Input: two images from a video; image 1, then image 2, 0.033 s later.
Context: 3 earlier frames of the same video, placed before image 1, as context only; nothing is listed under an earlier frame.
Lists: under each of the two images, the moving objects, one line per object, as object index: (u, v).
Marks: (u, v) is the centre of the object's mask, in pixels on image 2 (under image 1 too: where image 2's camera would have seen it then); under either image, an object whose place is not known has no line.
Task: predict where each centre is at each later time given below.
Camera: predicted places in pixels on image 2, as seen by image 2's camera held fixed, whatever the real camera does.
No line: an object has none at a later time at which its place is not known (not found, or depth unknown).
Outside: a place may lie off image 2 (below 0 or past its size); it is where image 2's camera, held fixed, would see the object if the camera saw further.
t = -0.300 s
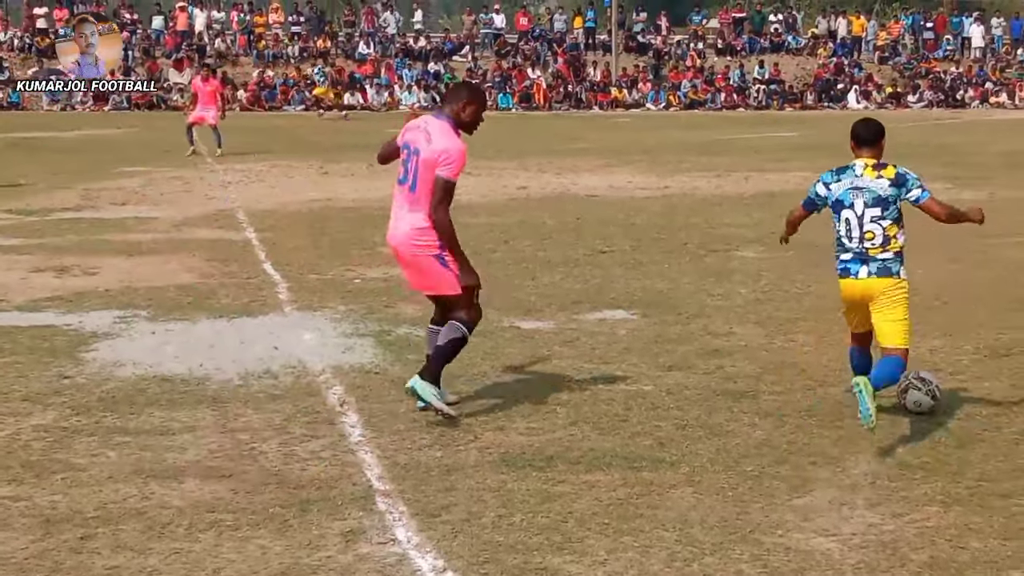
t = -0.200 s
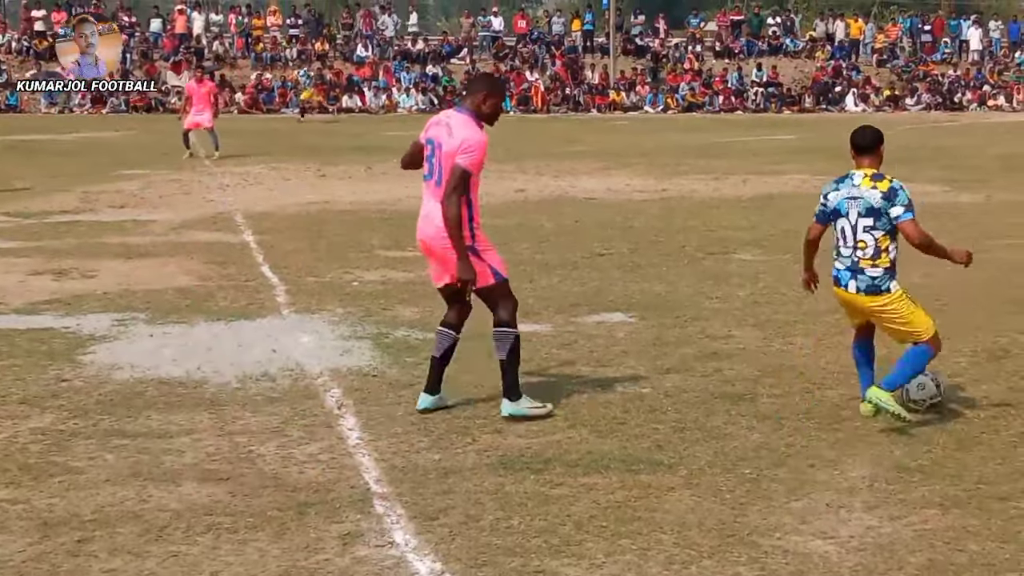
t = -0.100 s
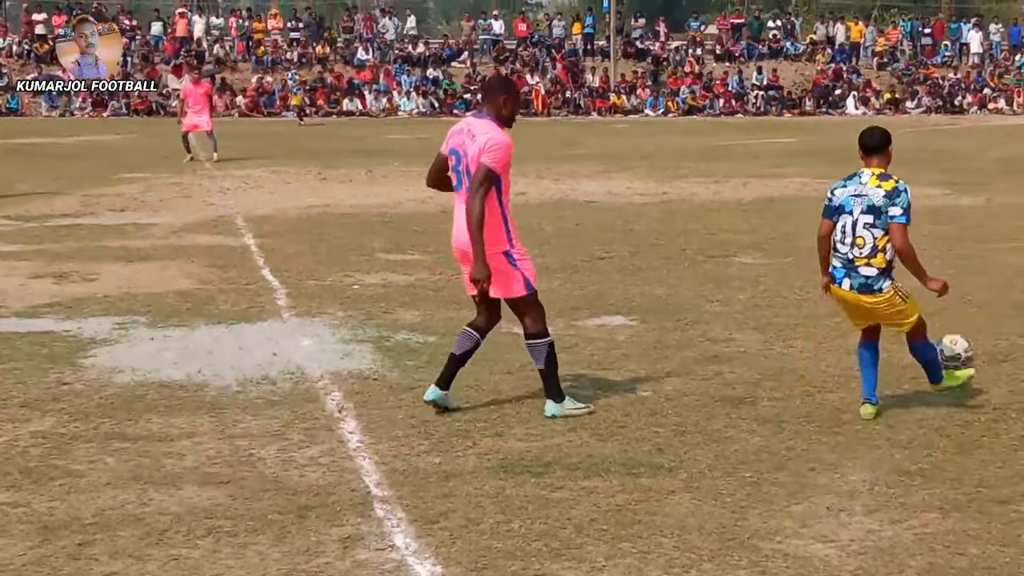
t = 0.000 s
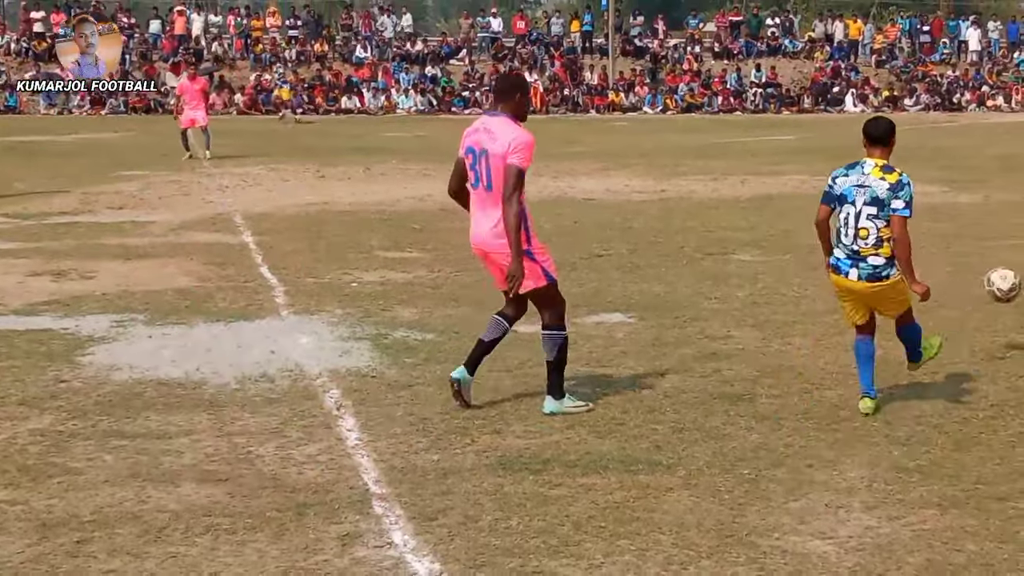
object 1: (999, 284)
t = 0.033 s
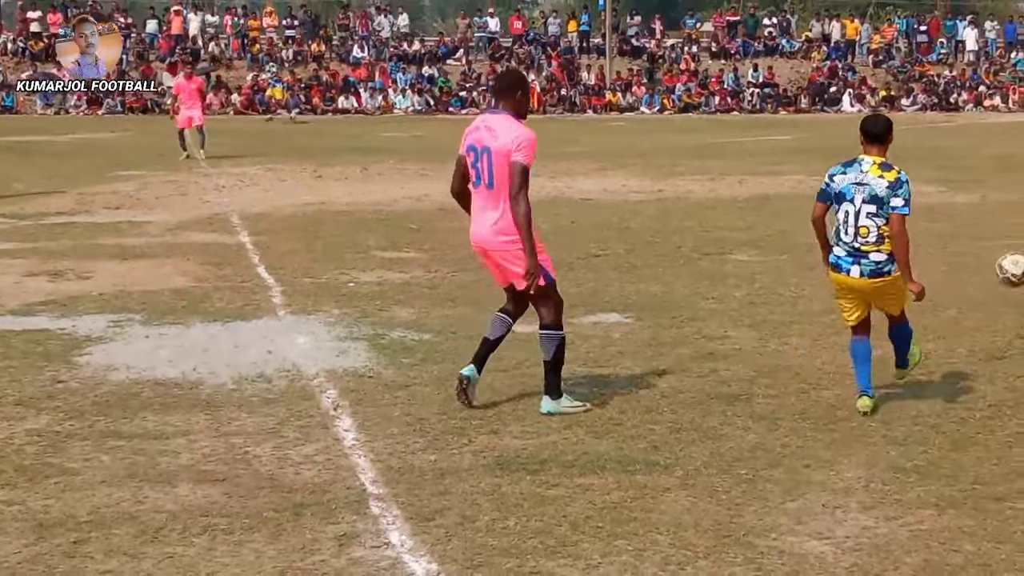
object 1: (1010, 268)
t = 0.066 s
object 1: (1018, 257)
